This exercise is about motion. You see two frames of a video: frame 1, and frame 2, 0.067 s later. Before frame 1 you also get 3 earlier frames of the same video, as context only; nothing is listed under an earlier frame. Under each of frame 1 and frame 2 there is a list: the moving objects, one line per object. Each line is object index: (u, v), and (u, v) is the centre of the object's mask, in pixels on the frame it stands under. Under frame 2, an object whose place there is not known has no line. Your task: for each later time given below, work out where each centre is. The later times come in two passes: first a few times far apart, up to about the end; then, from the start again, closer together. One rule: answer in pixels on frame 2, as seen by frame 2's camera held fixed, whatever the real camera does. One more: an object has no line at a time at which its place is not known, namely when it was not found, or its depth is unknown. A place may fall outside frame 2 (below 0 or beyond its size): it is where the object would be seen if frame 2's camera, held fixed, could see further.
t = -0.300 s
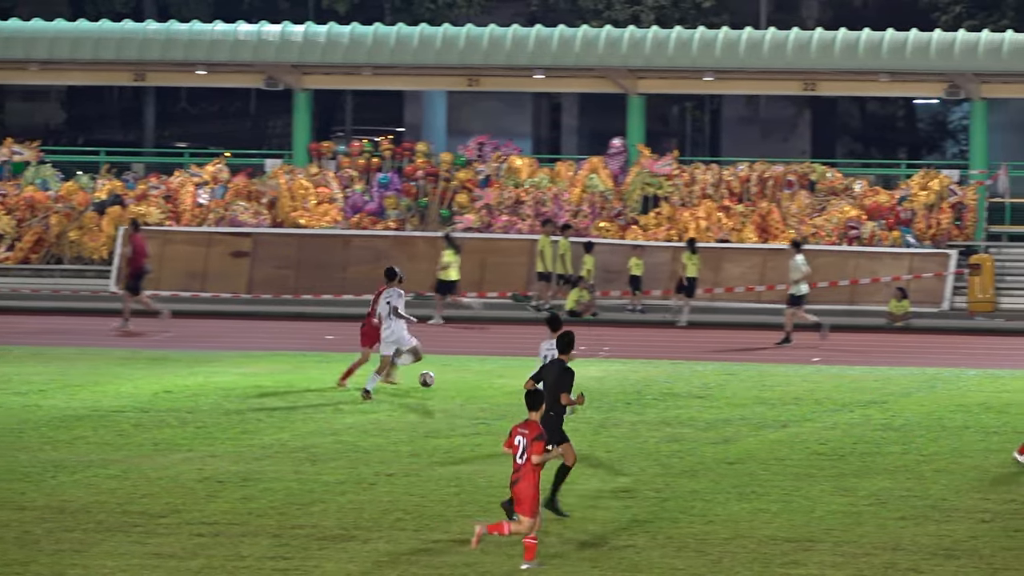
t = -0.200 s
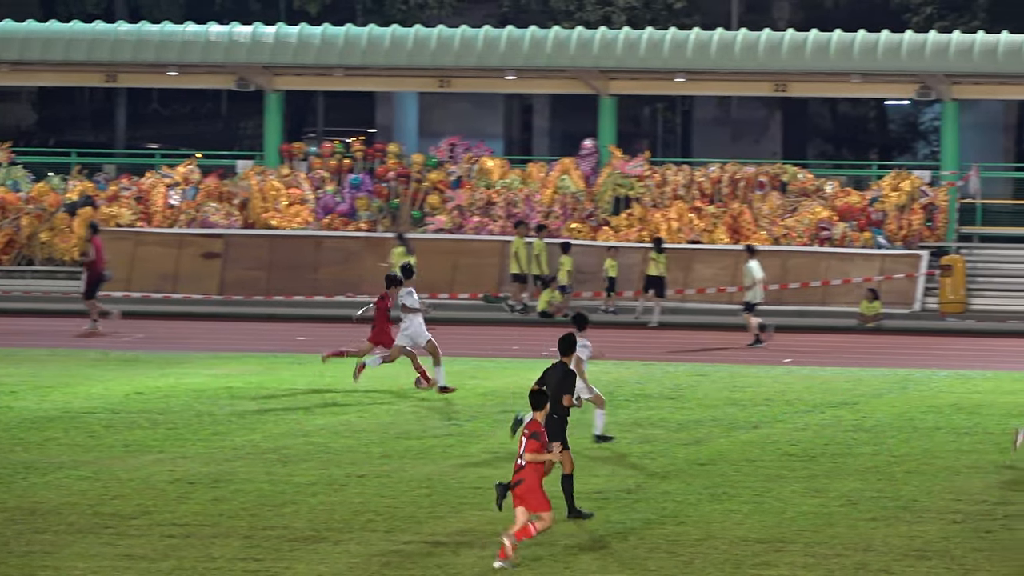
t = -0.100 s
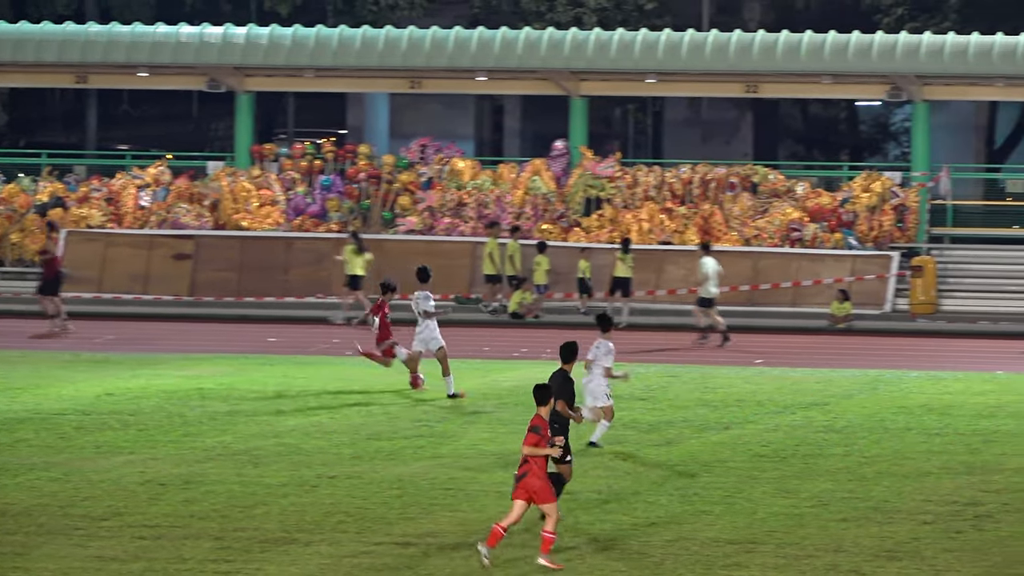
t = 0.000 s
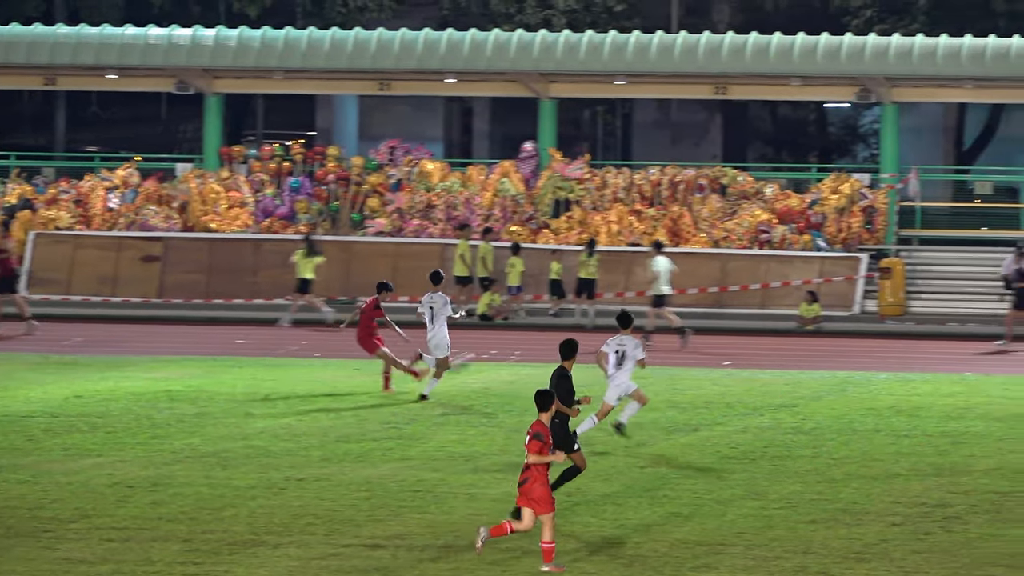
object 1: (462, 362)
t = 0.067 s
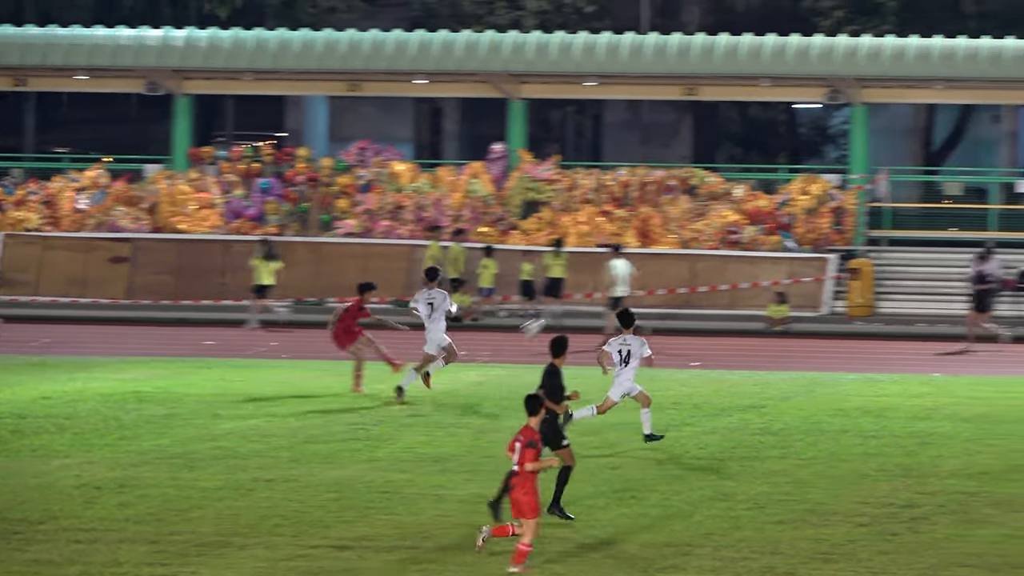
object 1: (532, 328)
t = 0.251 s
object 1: (815, 240)
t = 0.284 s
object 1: (868, 223)
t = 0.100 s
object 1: (582, 310)
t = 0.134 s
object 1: (634, 293)
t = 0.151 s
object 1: (659, 286)
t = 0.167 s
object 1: (684, 278)
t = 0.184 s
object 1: (710, 270)
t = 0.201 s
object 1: (737, 262)
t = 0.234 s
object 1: (789, 246)
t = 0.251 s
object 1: (815, 240)
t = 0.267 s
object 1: (841, 231)
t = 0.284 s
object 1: (868, 223)
